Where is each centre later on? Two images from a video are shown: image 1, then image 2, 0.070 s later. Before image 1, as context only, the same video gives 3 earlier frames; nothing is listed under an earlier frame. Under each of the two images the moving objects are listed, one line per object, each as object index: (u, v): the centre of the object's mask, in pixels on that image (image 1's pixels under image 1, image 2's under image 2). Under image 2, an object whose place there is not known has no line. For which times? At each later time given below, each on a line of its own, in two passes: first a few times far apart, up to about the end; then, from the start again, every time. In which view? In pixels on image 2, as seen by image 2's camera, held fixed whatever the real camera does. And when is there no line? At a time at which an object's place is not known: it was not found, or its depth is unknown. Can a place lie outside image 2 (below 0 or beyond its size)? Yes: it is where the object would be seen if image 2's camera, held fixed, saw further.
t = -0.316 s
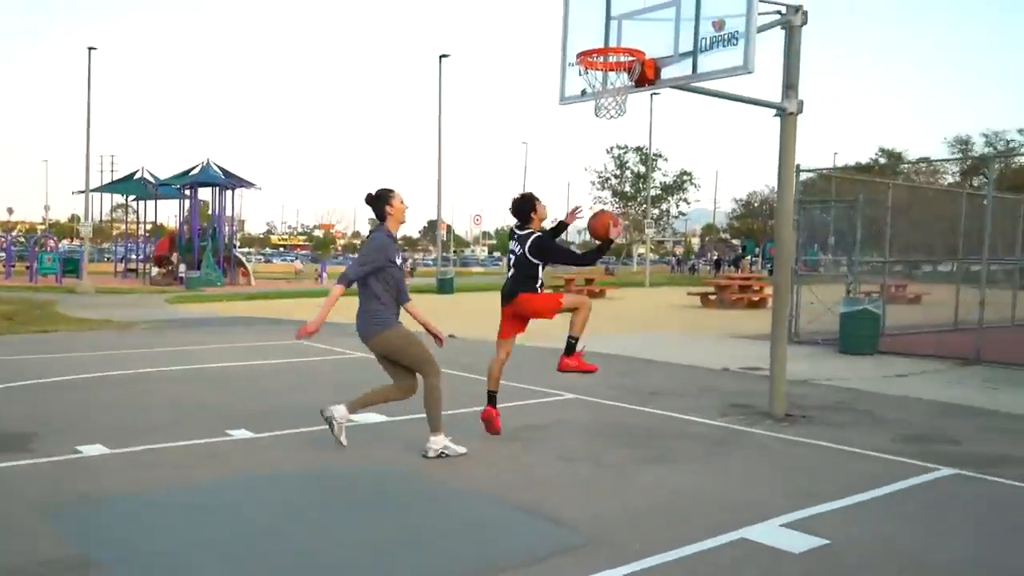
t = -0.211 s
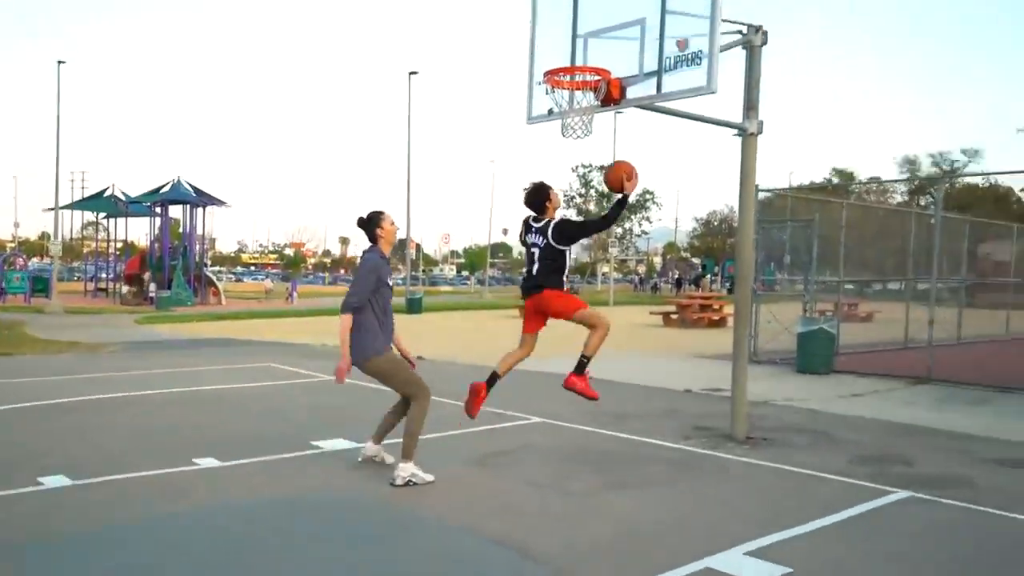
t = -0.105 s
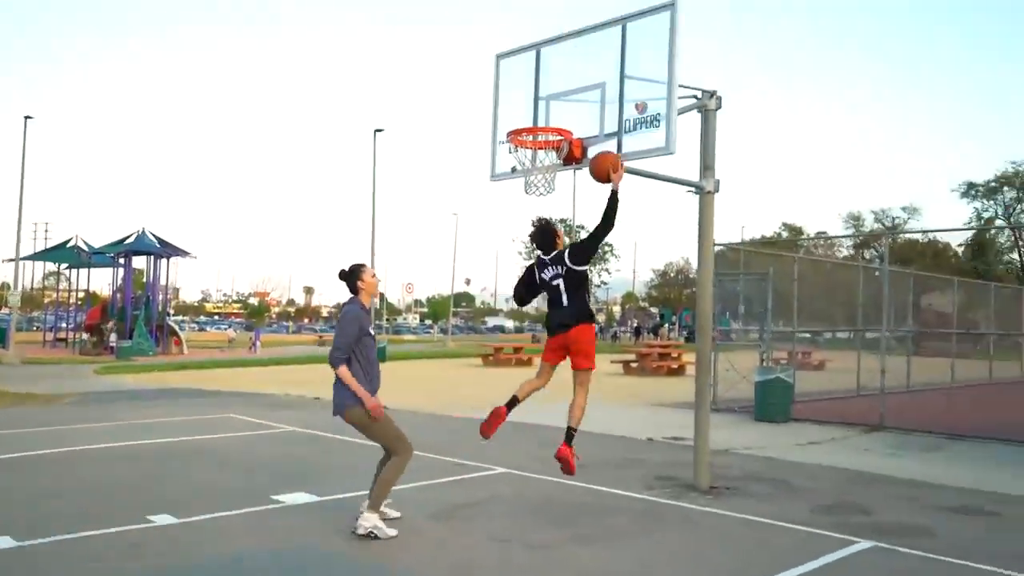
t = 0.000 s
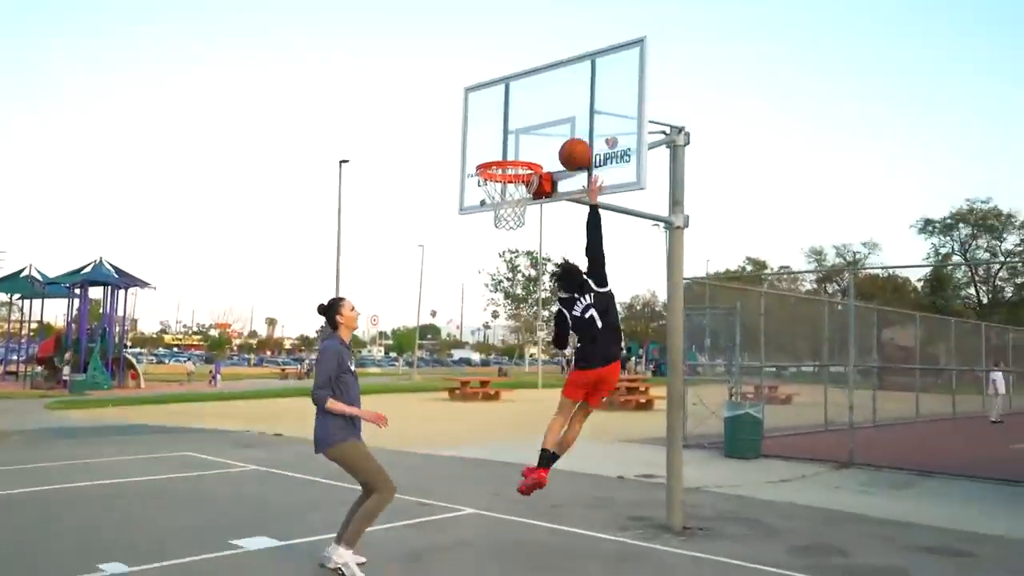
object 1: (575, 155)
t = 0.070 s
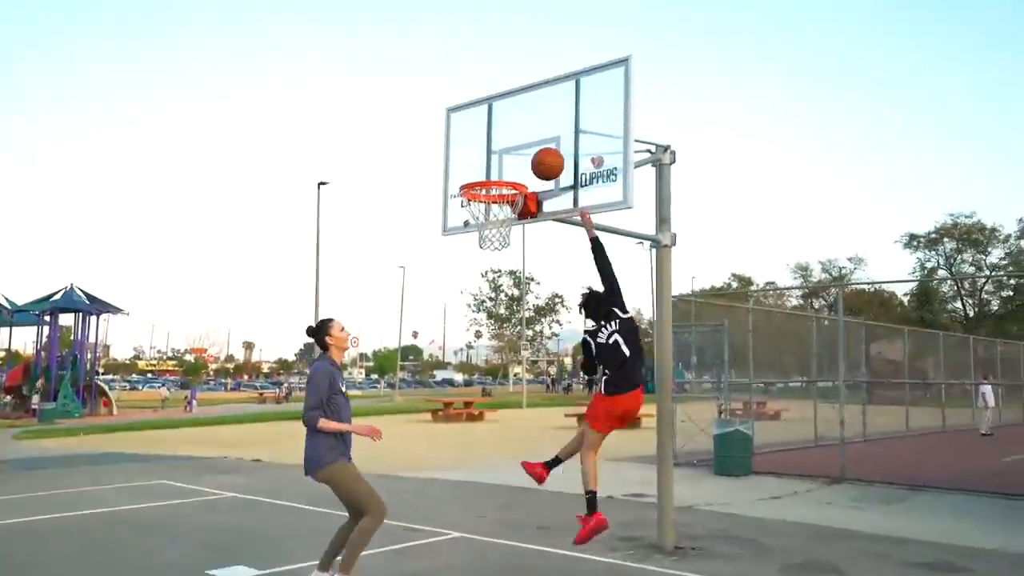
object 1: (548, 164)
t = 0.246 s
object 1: (517, 167)
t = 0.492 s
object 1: (481, 225)
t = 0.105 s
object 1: (542, 162)
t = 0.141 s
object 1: (537, 162)
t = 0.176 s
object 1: (527, 164)
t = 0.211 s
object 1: (521, 165)
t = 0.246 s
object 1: (517, 167)
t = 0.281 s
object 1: (506, 177)
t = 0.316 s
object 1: (499, 184)
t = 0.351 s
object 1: (494, 196)
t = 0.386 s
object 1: (487, 205)
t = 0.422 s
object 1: (484, 213)
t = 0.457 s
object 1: (482, 220)
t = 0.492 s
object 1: (481, 225)
